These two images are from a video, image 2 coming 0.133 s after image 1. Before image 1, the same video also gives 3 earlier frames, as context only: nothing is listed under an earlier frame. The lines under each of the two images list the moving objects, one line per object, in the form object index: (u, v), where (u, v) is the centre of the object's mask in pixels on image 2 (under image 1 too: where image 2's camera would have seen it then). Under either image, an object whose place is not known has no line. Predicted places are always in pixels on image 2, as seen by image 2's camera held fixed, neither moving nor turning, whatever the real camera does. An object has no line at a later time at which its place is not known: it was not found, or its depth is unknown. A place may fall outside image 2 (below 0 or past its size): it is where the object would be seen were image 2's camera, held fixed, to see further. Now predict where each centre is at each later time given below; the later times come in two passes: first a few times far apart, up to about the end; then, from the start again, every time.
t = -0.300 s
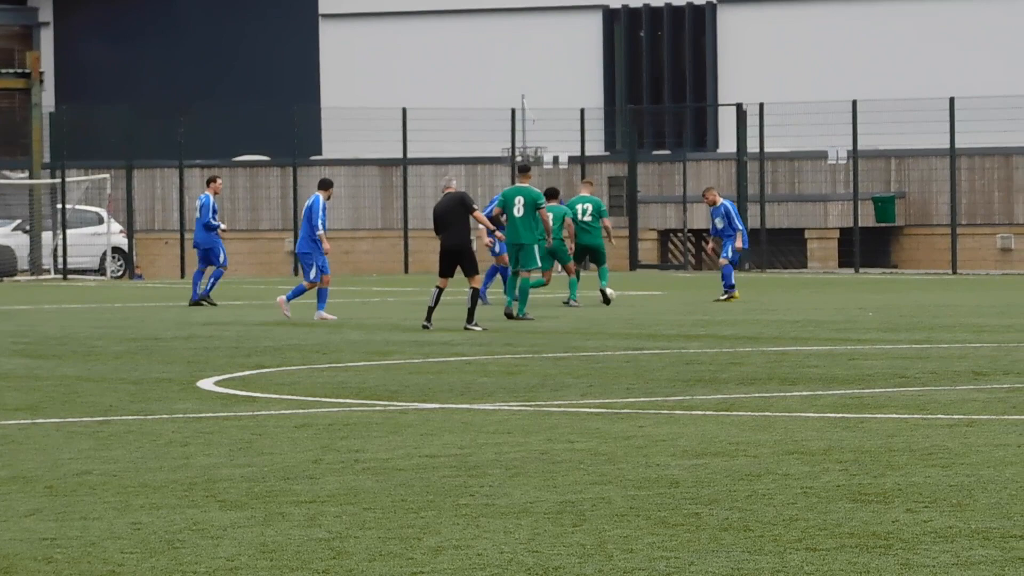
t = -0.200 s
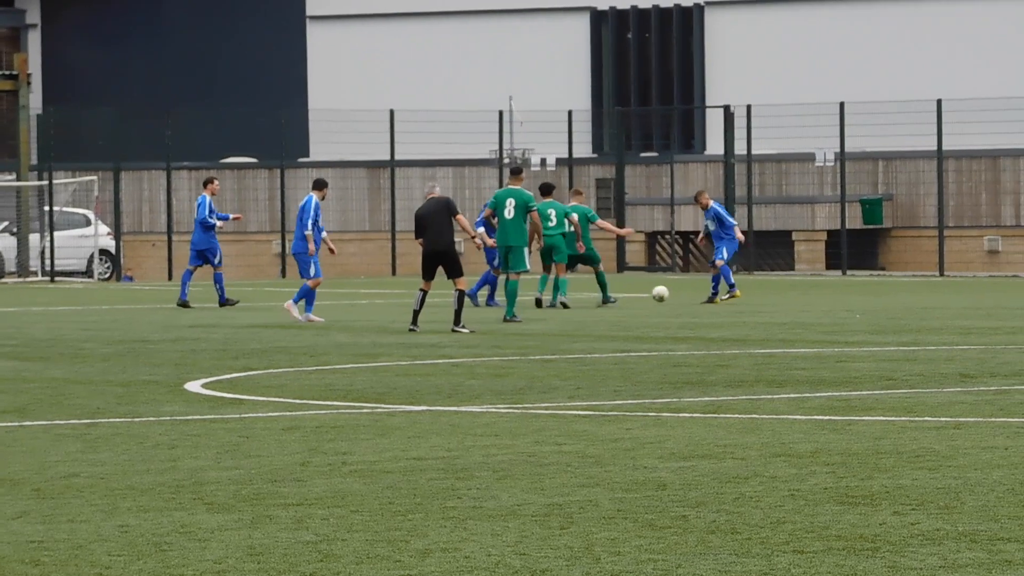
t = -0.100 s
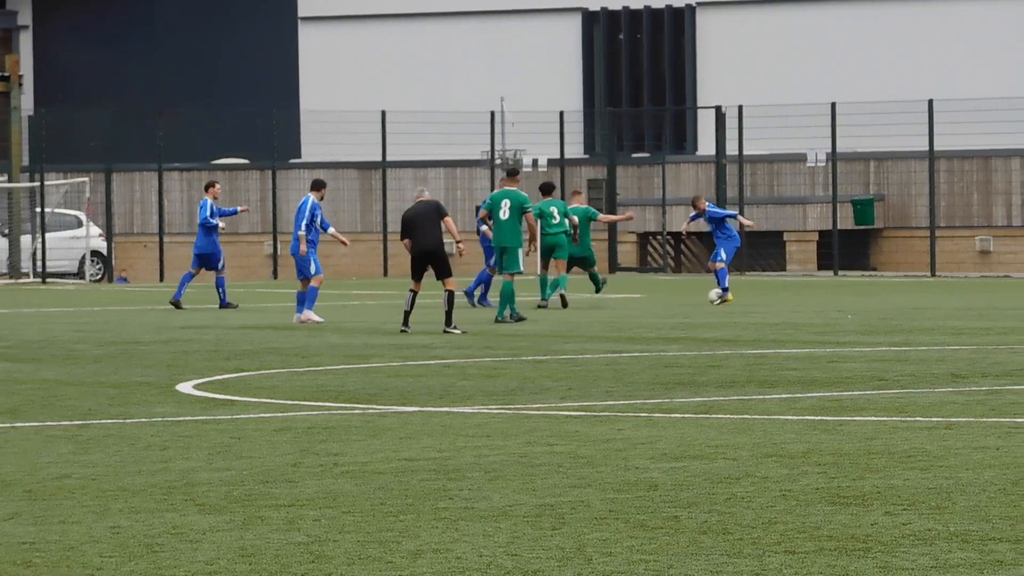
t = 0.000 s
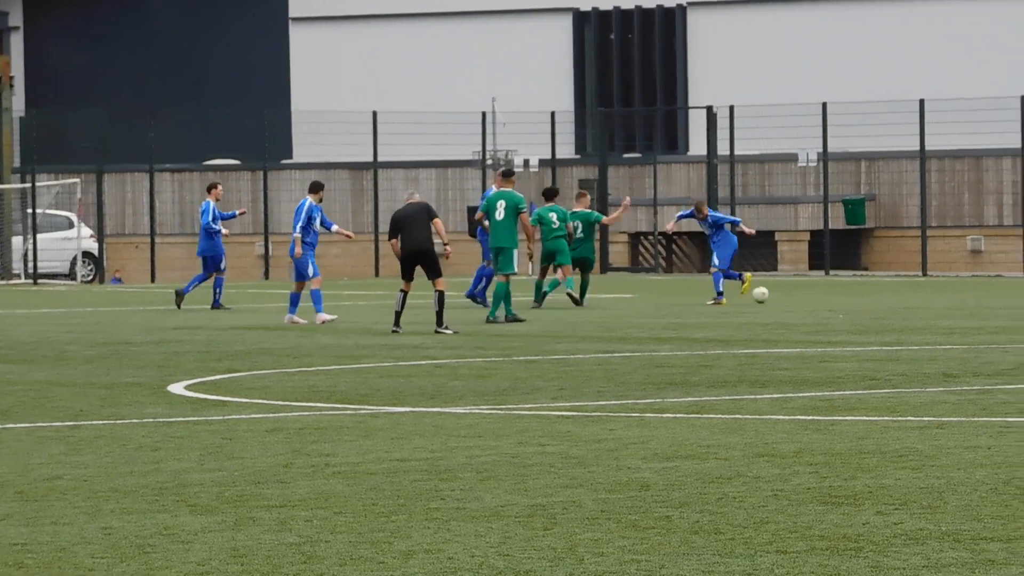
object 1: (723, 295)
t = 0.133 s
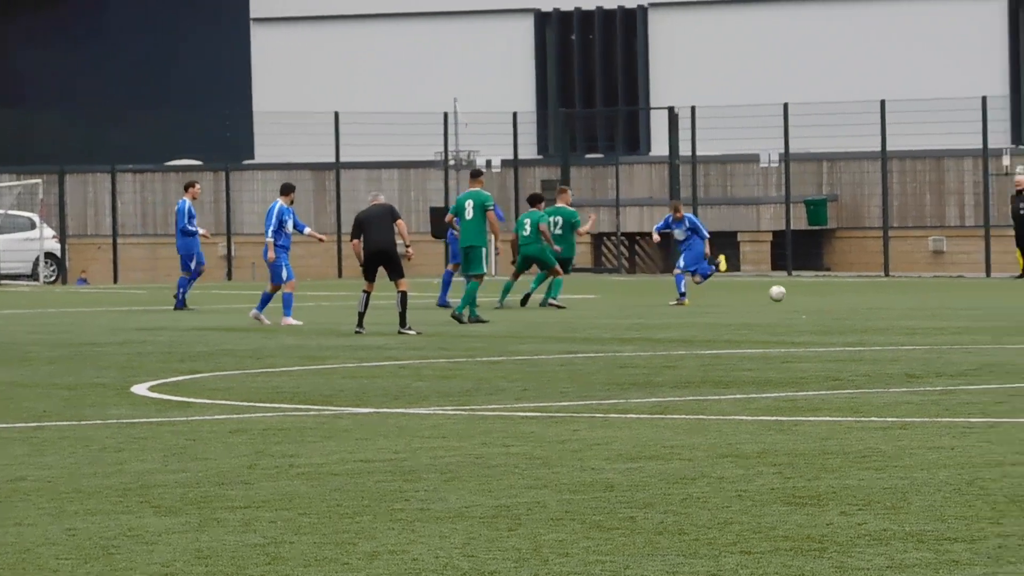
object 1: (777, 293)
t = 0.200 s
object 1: (803, 295)
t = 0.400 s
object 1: (879, 295)
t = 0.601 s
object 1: (952, 295)
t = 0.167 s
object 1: (790, 294)
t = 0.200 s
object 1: (803, 295)
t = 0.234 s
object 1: (817, 297)
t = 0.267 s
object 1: (829, 296)
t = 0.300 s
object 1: (842, 294)
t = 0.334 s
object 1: (854, 293)
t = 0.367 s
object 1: (867, 294)
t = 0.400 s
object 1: (879, 295)
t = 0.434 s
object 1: (891, 296)
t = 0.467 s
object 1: (903, 295)
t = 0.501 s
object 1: (916, 295)
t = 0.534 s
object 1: (928, 295)
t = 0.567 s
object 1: (940, 296)
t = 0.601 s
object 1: (952, 295)
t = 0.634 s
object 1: (965, 294)
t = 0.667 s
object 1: (977, 295)
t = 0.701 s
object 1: (989, 294)
